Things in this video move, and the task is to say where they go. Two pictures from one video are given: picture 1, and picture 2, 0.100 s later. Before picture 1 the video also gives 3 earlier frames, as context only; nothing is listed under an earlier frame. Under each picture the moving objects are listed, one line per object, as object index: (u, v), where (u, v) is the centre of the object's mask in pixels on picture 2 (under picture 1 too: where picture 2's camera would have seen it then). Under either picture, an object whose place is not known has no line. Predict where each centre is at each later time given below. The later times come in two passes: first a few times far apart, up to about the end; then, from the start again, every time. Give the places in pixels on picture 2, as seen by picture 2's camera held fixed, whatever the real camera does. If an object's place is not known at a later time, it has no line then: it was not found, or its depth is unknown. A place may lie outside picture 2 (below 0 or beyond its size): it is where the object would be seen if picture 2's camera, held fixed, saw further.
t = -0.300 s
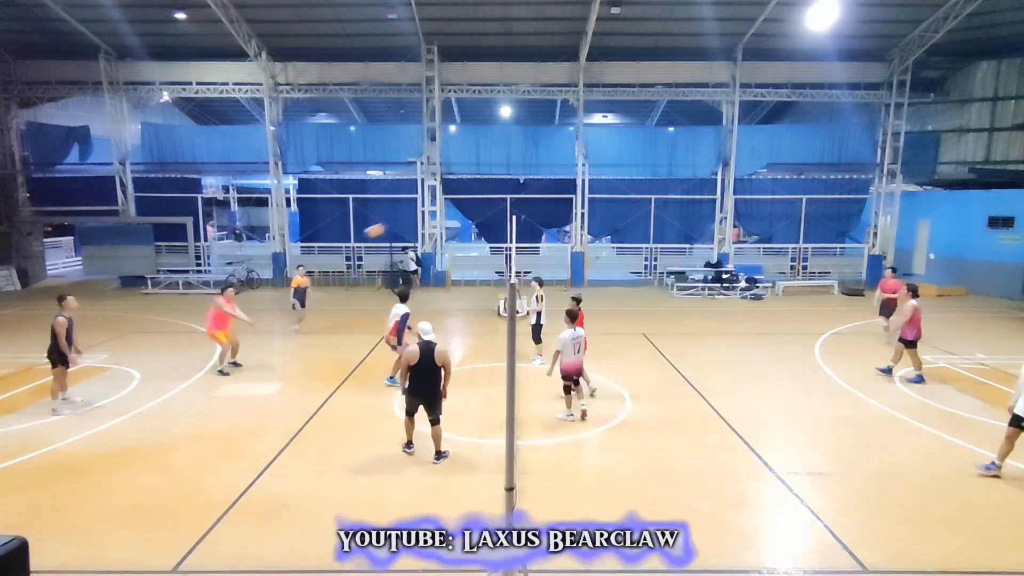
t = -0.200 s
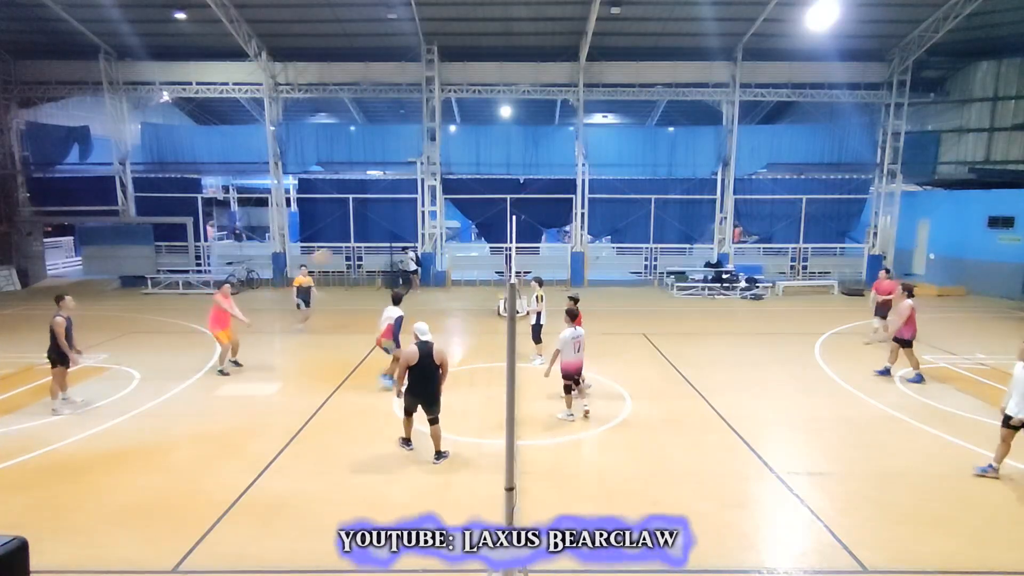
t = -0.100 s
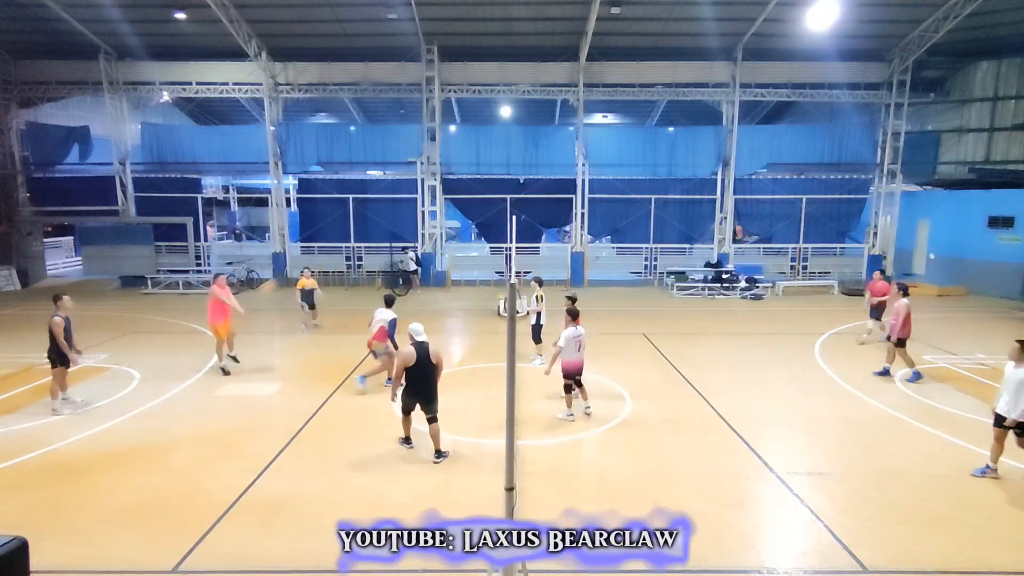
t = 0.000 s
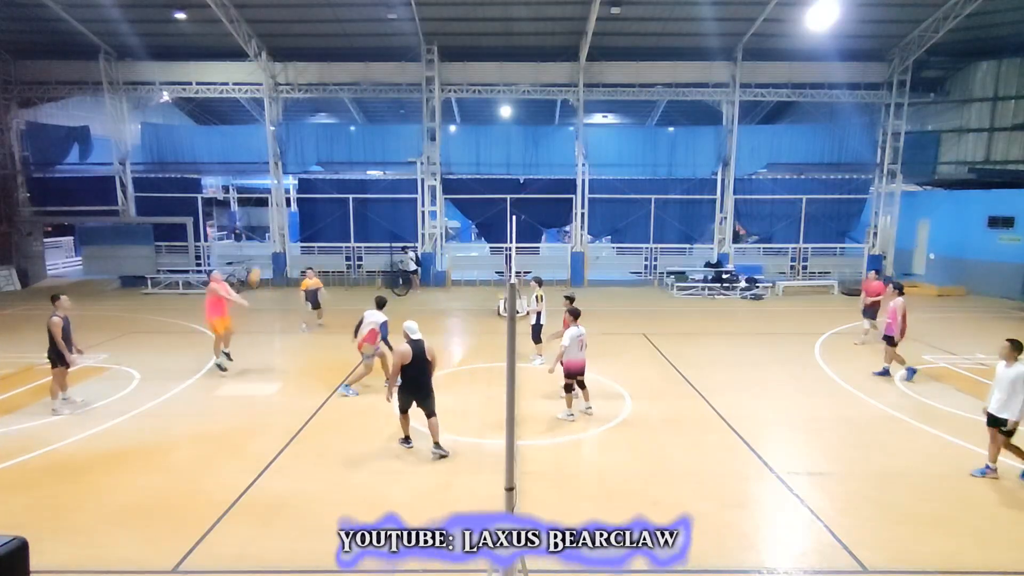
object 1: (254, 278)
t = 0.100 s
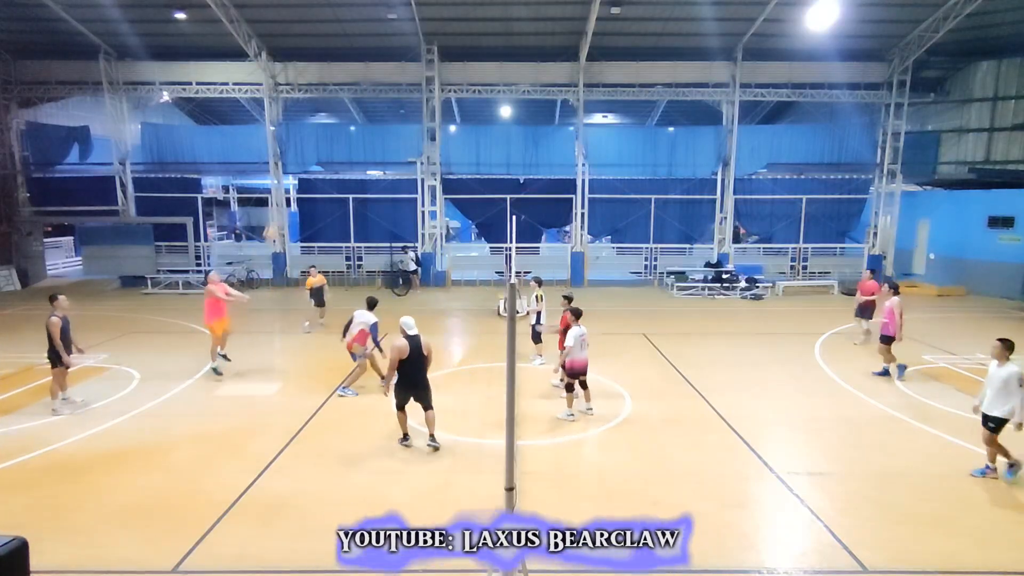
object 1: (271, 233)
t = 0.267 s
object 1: (297, 173)
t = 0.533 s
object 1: (339, 111)
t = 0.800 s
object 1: (382, 90)
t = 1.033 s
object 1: (419, 104)
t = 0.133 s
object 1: (277, 219)
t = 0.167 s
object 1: (281, 205)
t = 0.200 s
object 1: (286, 195)
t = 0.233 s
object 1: (292, 182)
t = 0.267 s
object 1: (297, 173)
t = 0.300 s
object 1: (302, 163)
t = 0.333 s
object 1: (308, 154)
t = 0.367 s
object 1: (312, 146)
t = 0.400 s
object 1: (317, 137)
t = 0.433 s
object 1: (323, 129)
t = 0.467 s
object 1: (328, 123)
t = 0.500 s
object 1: (334, 116)
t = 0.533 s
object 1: (339, 111)
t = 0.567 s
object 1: (344, 106)
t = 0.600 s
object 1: (350, 102)
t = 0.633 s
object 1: (355, 98)
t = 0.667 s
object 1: (360, 94)
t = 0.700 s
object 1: (365, 92)
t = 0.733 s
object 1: (371, 91)
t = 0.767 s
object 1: (376, 90)
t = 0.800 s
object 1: (382, 90)
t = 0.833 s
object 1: (387, 90)
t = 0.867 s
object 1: (392, 90)
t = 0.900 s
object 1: (397, 92)
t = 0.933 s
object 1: (403, 93)
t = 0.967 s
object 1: (408, 96)
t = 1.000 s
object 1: (414, 100)
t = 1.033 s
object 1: (419, 104)
